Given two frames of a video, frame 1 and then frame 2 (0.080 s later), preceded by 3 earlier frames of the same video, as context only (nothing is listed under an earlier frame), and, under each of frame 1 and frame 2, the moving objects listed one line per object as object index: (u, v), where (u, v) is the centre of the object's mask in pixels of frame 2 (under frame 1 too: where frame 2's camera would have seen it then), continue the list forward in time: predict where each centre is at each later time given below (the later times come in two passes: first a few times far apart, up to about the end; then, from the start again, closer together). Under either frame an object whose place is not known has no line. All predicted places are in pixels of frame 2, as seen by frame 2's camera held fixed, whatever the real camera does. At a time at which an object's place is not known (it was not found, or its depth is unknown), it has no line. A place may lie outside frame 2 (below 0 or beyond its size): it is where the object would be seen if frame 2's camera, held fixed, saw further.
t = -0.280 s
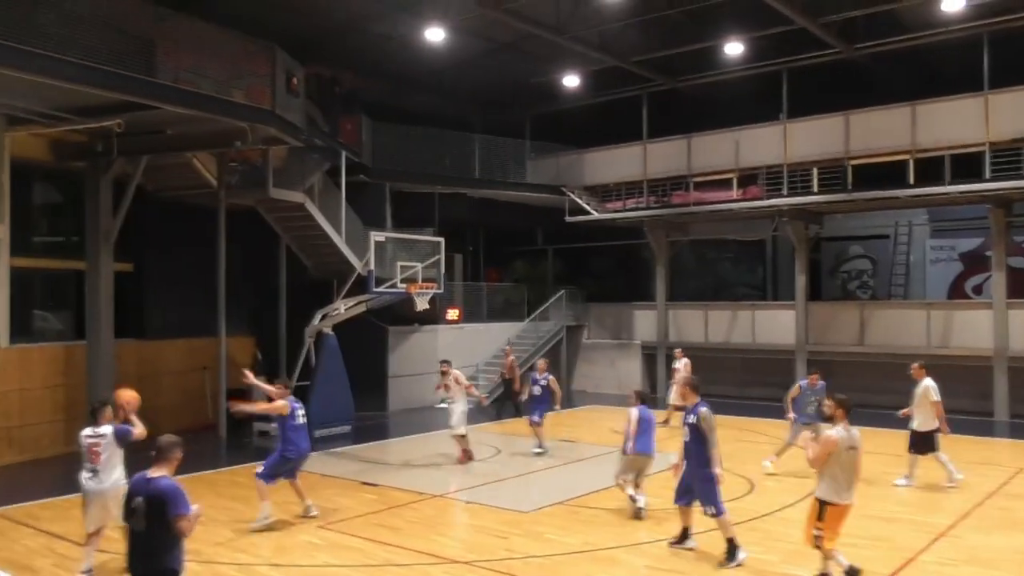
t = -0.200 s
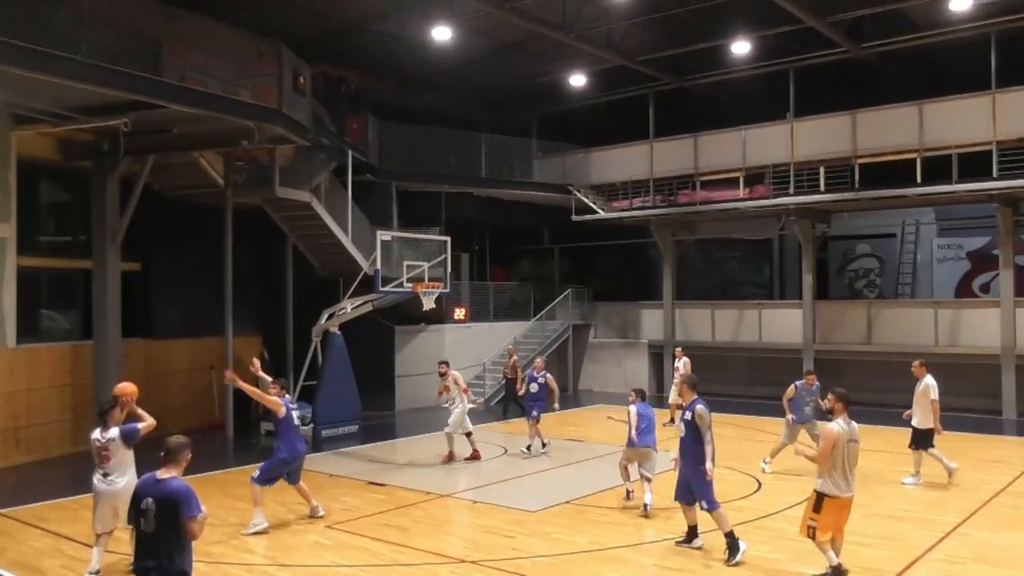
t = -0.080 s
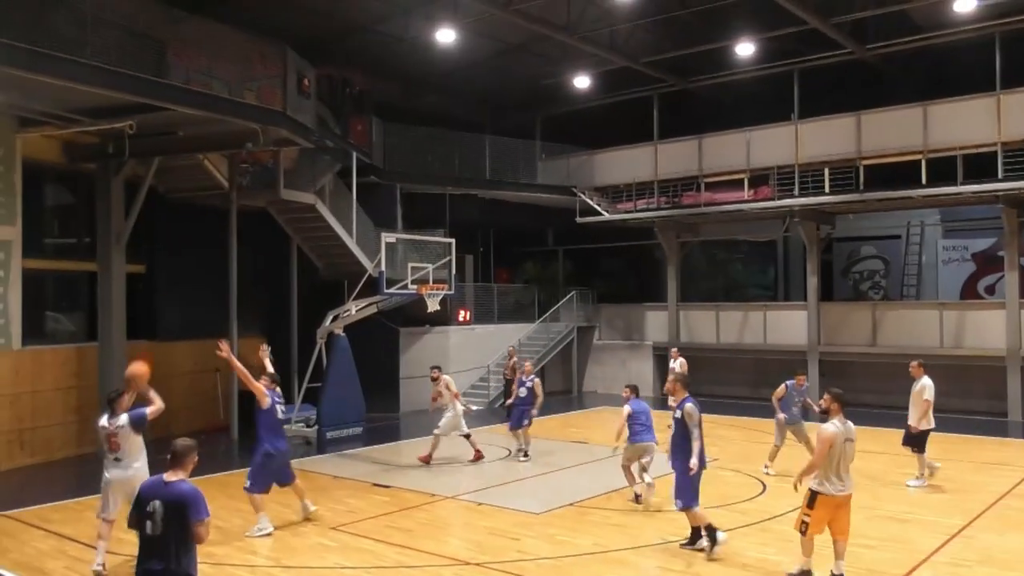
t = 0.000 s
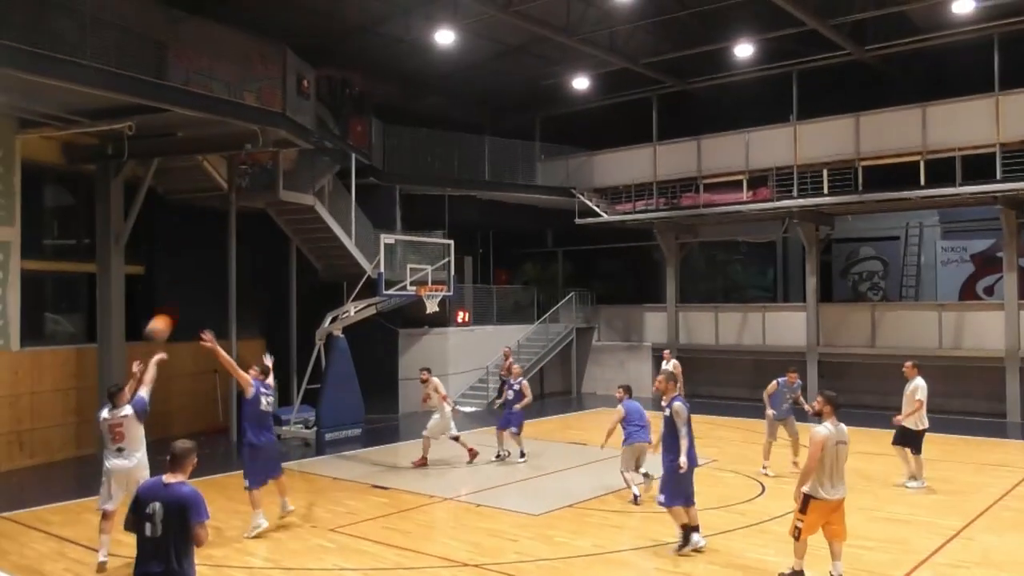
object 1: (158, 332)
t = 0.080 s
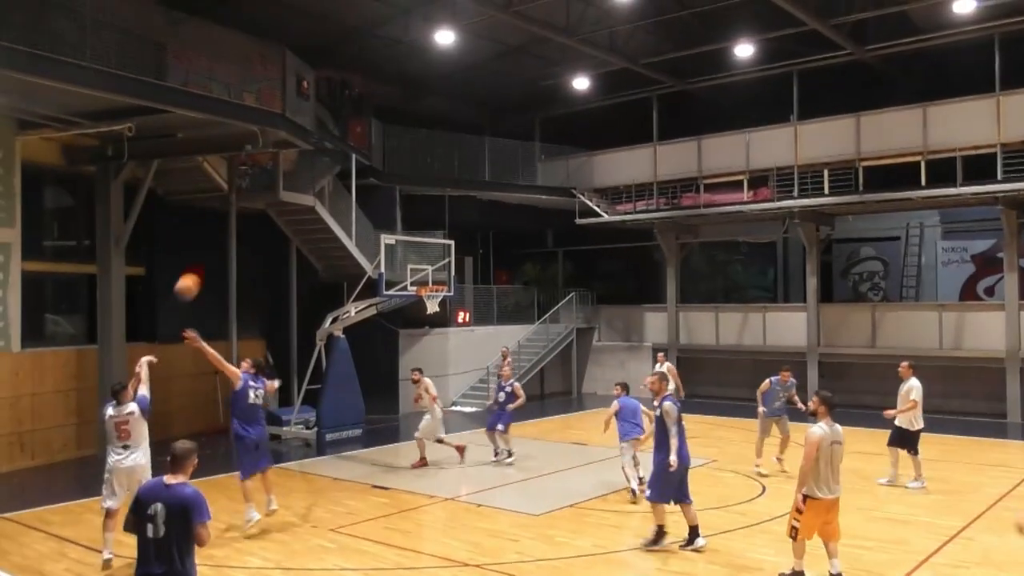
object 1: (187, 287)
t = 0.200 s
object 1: (225, 238)
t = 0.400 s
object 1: (278, 190)
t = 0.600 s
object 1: (323, 178)
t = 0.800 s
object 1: (360, 191)
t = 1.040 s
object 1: (398, 232)
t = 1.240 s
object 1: (425, 279)
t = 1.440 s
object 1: (458, 264)
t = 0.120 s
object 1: (200, 269)
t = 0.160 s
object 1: (214, 252)
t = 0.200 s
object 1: (225, 238)
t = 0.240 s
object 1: (236, 225)
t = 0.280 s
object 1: (248, 214)
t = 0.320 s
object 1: (258, 205)
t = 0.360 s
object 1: (268, 197)
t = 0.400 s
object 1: (278, 190)
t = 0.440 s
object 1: (288, 185)
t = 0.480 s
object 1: (297, 182)
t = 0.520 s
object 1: (306, 179)
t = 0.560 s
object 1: (315, 178)
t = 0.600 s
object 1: (323, 178)
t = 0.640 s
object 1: (331, 178)
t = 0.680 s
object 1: (338, 179)
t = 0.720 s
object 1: (344, 182)
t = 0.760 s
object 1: (352, 186)
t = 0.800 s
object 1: (360, 191)
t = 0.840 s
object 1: (366, 196)
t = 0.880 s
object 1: (373, 201)
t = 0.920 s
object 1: (379, 208)
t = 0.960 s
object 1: (385, 215)
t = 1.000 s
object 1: (392, 223)
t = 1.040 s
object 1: (398, 232)
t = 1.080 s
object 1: (404, 244)
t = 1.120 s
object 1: (410, 252)
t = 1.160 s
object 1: (415, 263)
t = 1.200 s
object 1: (421, 276)
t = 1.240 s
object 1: (425, 279)
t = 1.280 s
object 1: (432, 276)
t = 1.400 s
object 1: (452, 266)
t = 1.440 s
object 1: (458, 264)
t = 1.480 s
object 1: (464, 264)
